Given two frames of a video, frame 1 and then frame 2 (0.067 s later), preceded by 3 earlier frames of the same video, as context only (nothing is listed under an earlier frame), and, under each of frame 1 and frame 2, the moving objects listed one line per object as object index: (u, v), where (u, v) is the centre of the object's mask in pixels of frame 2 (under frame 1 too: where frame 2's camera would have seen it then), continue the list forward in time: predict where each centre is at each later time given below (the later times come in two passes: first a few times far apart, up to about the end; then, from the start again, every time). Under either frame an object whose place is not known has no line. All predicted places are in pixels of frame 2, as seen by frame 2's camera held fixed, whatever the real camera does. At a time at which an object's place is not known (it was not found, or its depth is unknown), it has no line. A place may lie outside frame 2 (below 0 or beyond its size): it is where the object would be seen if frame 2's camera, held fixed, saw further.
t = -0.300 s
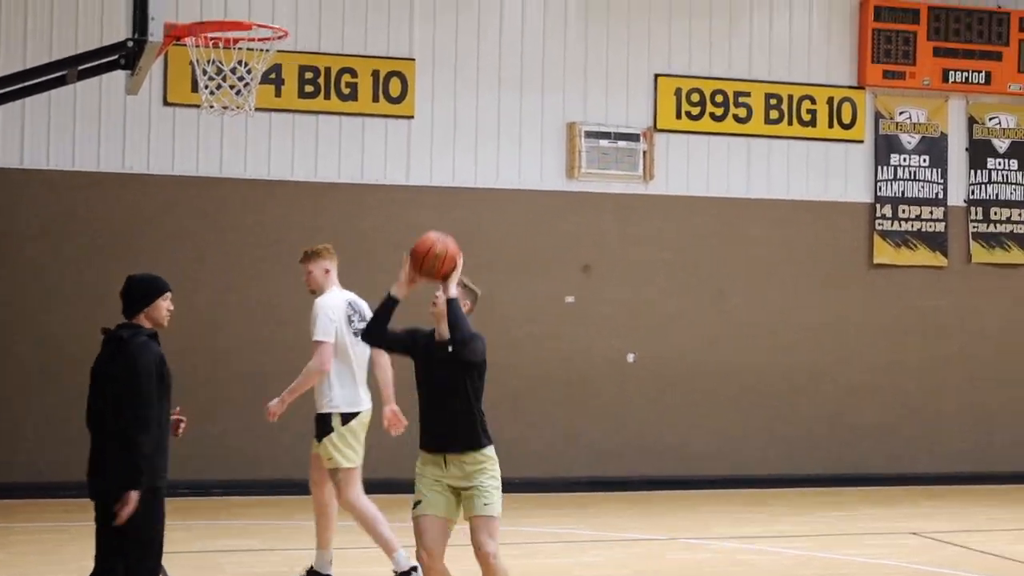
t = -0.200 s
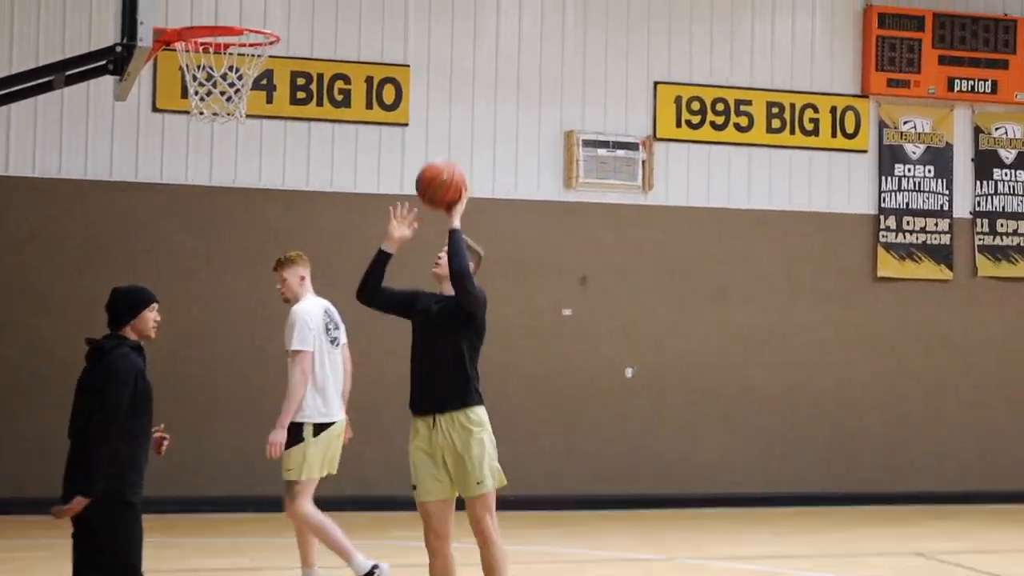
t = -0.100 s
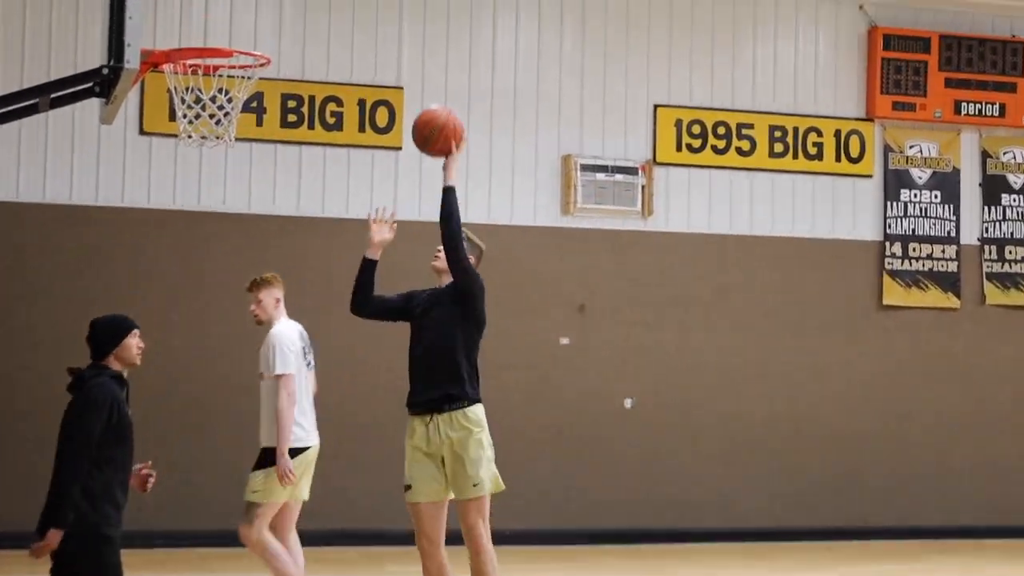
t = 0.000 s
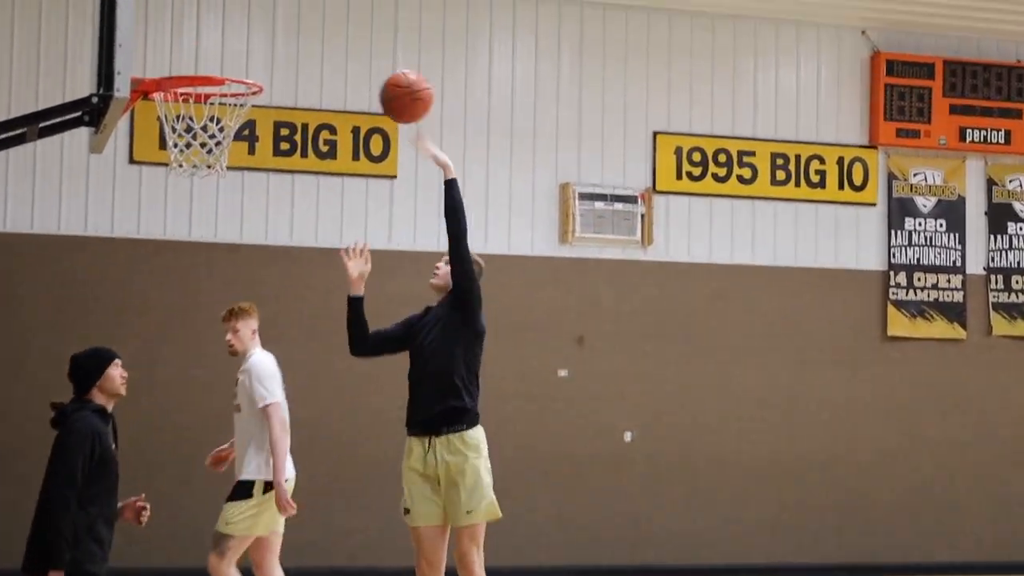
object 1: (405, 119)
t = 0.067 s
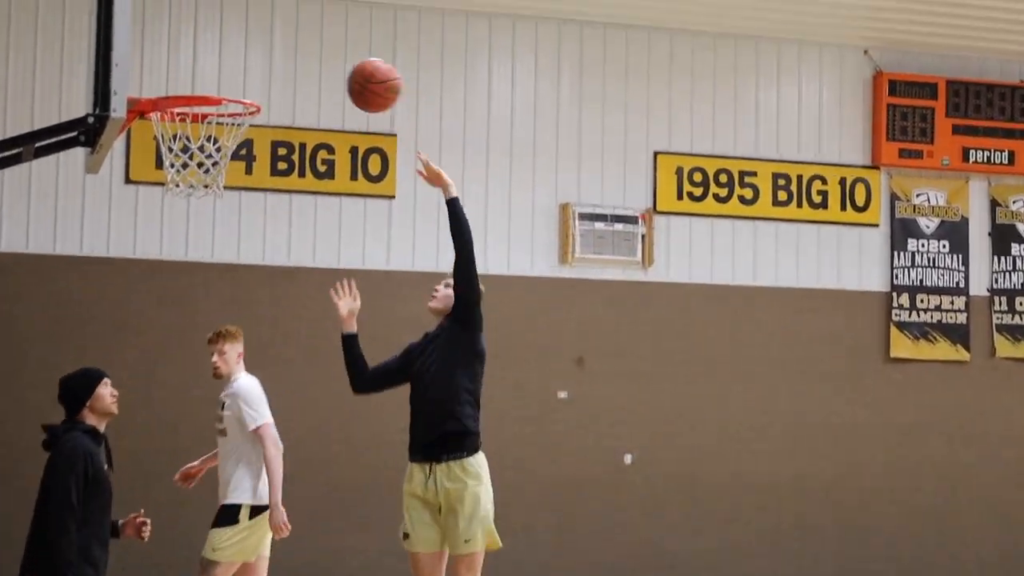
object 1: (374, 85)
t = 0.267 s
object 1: (276, 42)
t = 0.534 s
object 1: (199, 129)
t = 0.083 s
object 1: (365, 79)
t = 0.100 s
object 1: (358, 72)
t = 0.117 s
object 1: (350, 67)
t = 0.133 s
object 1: (342, 62)
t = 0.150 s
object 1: (333, 58)
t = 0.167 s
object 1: (325, 53)
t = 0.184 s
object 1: (317, 51)
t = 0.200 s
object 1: (308, 48)
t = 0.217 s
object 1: (300, 45)
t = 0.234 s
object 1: (292, 43)
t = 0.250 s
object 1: (285, 42)
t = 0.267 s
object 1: (276, 42)
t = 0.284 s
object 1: (268, 43)
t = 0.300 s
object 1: (259, 44)
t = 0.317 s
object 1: (251, 46)
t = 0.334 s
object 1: (242, 49)
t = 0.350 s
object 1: (233, 52)
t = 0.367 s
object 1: (225, 57)
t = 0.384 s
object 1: (217, 62)
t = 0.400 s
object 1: (209, 67)
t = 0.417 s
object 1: (200, 70)
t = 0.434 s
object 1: (192, 74)
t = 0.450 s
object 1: (183, 87)
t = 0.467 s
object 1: (175, 91)
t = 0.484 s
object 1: (178, 107)
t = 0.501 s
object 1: (185, 119)
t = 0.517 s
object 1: (192, 124)
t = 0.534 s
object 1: (199, 129)
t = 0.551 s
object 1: (206, 138)
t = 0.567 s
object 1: (215, 146)
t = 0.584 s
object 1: (220, 153)
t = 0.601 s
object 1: (224, 156)
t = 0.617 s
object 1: (226, 157)
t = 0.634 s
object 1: (230, 159)
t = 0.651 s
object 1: (232, 160)
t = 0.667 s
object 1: (232, 160)
